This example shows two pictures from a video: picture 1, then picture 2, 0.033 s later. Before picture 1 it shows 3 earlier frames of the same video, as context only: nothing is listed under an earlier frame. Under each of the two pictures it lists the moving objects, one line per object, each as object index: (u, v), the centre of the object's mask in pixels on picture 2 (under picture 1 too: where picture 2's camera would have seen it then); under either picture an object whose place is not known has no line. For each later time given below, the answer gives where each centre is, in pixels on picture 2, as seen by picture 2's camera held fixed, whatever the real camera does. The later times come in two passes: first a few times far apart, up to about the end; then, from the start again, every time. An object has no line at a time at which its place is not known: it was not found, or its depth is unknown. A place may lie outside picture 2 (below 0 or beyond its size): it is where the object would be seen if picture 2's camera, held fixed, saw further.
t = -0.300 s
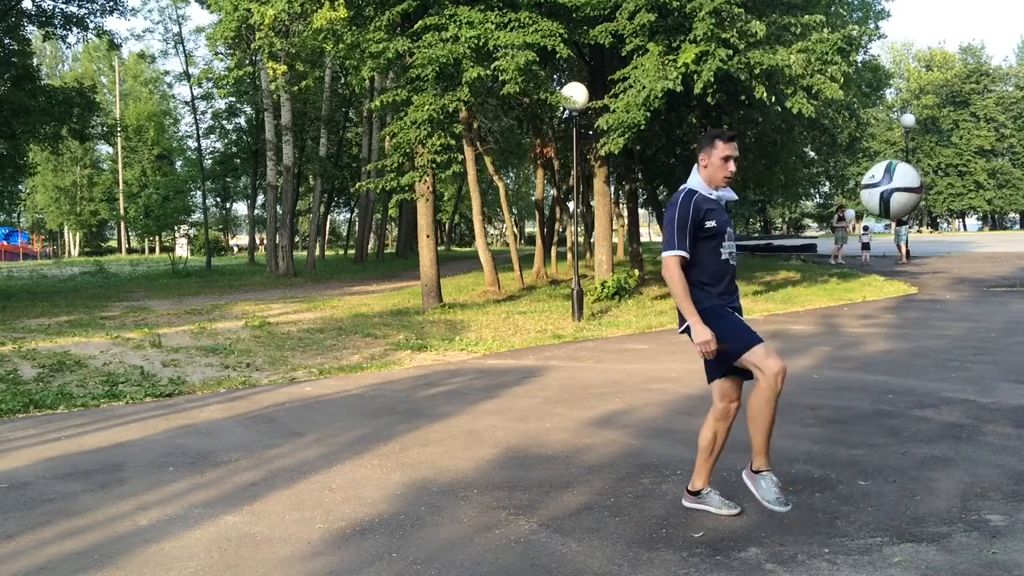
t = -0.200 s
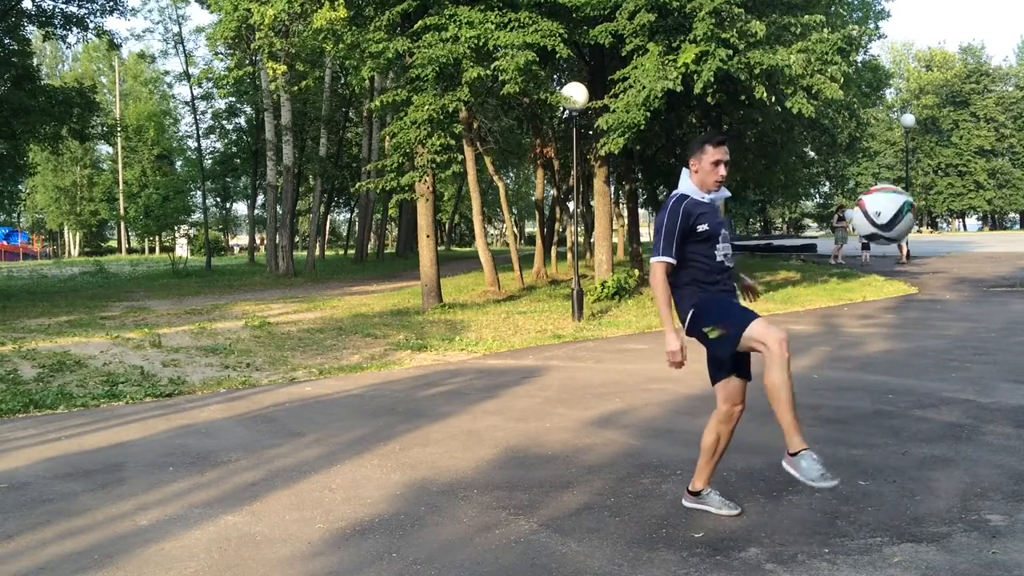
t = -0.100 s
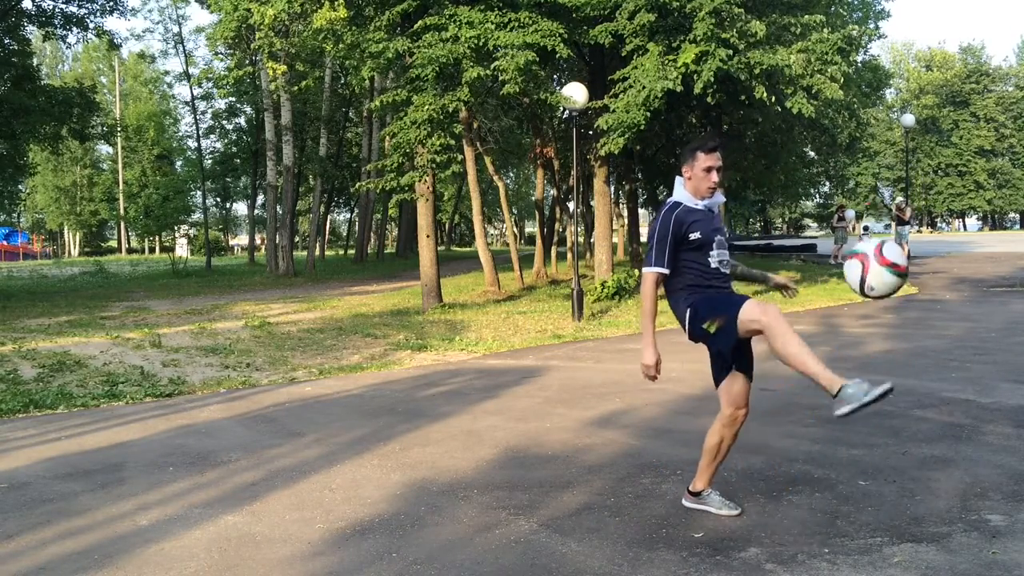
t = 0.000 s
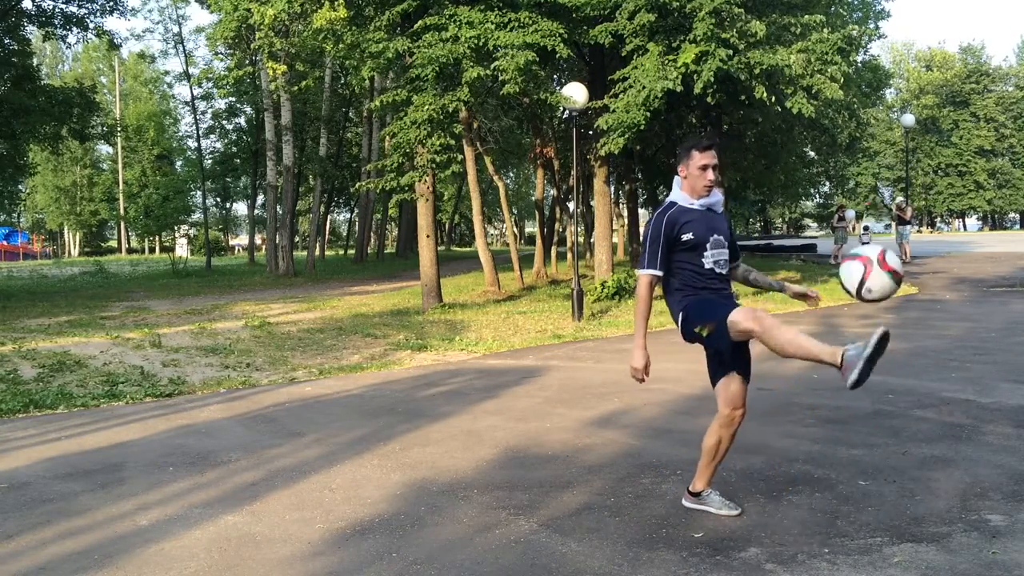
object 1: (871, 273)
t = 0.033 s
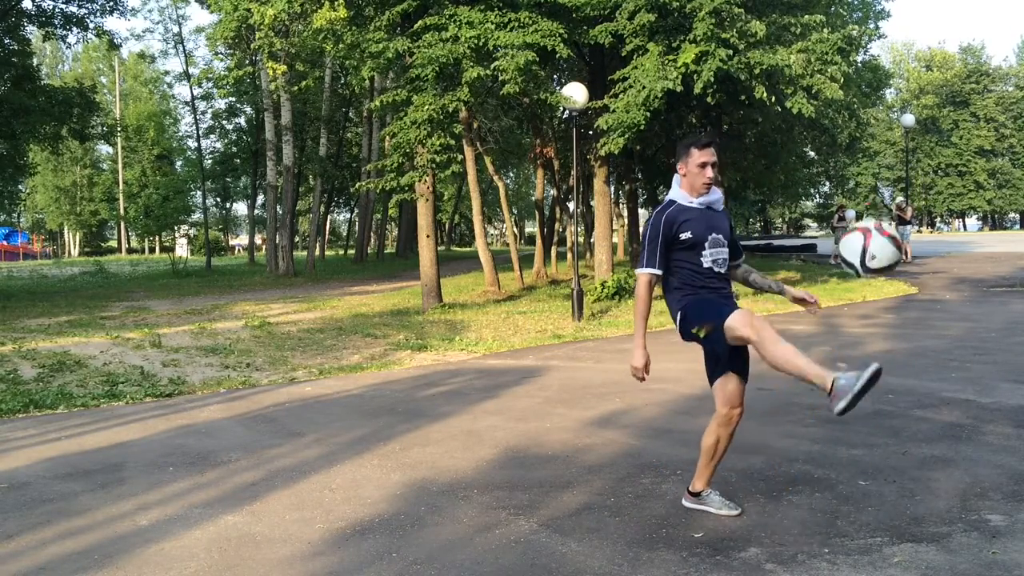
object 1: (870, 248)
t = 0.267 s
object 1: (865, 162)
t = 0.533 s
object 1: (861, 231)
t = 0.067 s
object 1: (869, 228)
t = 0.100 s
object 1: (868, 210)
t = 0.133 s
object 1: (868, 194)
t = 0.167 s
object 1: (867, 181)
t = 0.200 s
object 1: (867, 172)
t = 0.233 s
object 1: (866, 166)
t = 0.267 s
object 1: (865, 162)
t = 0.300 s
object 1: (865, 162)
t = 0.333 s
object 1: (864, 164)
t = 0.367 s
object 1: (863, 168)
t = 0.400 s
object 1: (863, 176)
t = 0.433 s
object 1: (863, 185)
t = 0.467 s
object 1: (862, 198)
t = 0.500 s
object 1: (862, 214)
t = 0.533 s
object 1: (861, 231)
